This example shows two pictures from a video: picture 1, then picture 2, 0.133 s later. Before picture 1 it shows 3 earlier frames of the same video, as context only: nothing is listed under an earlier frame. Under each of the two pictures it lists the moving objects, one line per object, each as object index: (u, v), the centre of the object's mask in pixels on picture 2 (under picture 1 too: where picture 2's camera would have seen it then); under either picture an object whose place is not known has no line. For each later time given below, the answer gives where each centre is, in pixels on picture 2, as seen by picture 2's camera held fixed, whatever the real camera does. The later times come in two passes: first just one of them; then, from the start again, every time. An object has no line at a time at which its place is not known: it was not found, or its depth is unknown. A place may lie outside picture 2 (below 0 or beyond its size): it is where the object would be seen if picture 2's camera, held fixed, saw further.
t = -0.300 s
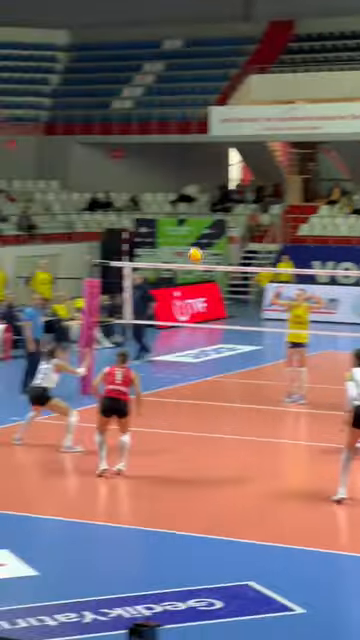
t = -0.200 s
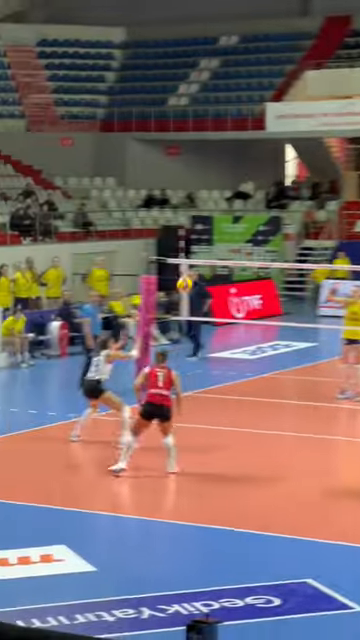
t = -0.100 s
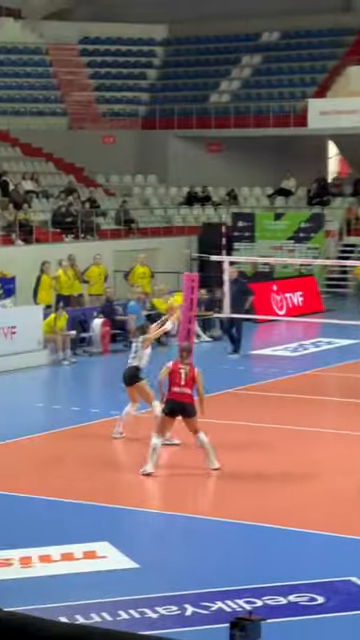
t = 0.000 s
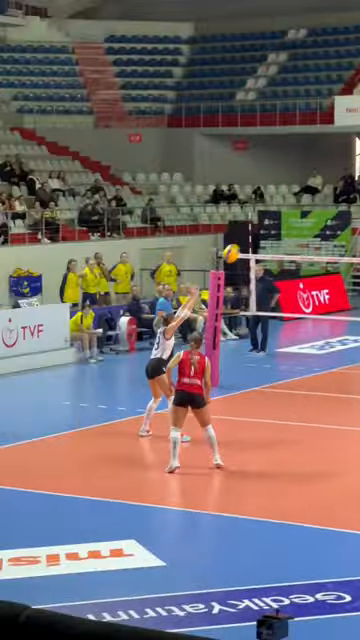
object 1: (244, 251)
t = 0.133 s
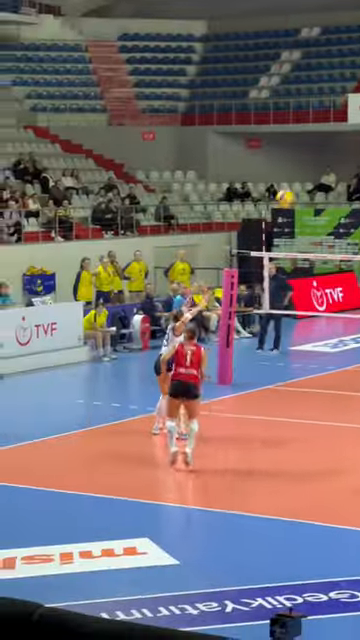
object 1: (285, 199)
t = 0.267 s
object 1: (322, 158)
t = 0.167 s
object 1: (295, 185)
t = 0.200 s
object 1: (304, 176)
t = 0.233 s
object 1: (313, 167)
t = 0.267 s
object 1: (322, 158)
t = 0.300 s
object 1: (331, 150)
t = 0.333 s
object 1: (340, 143)
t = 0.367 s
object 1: (349, 137)
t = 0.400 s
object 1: (357, 131)
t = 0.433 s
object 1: (365, 126)
